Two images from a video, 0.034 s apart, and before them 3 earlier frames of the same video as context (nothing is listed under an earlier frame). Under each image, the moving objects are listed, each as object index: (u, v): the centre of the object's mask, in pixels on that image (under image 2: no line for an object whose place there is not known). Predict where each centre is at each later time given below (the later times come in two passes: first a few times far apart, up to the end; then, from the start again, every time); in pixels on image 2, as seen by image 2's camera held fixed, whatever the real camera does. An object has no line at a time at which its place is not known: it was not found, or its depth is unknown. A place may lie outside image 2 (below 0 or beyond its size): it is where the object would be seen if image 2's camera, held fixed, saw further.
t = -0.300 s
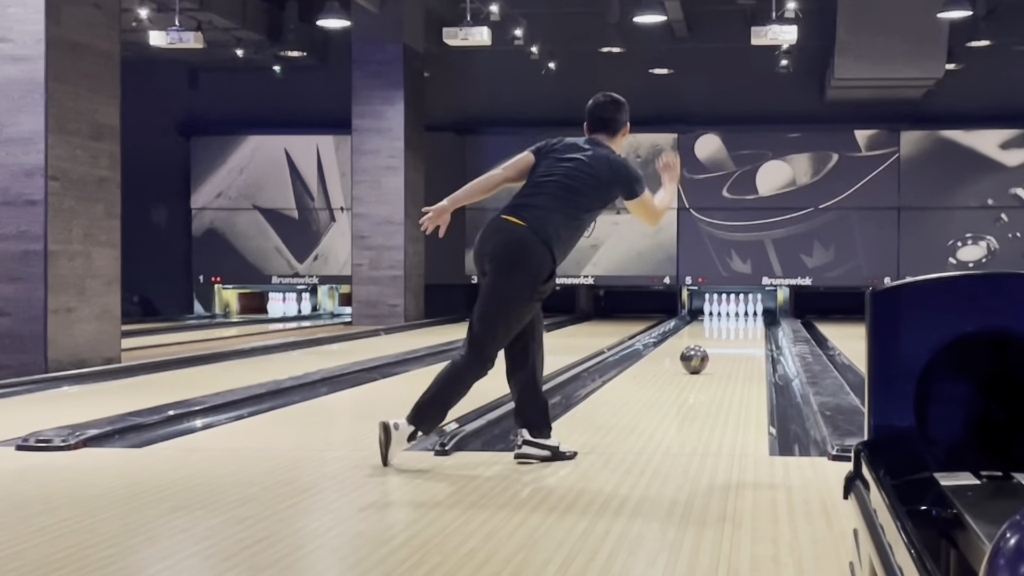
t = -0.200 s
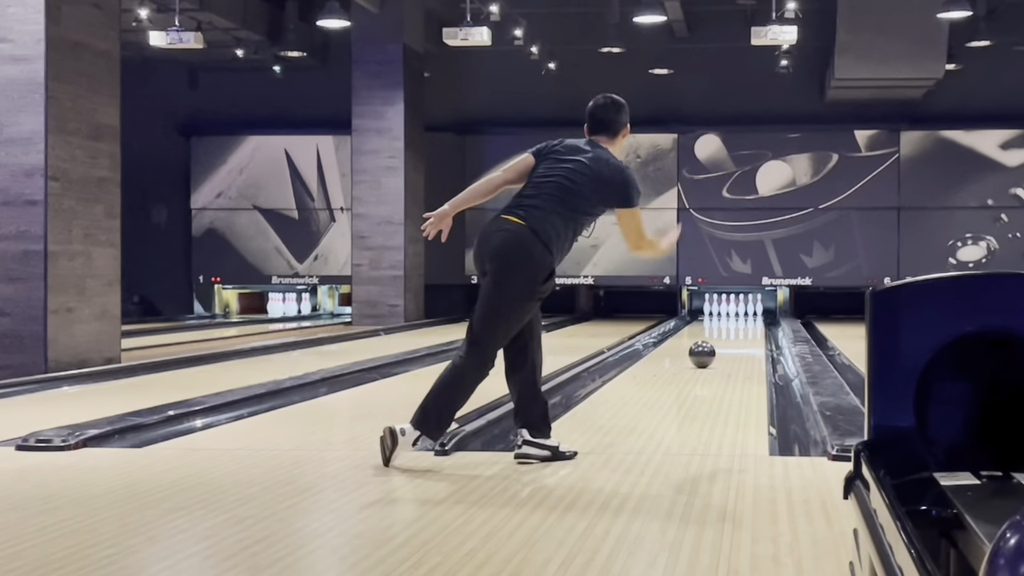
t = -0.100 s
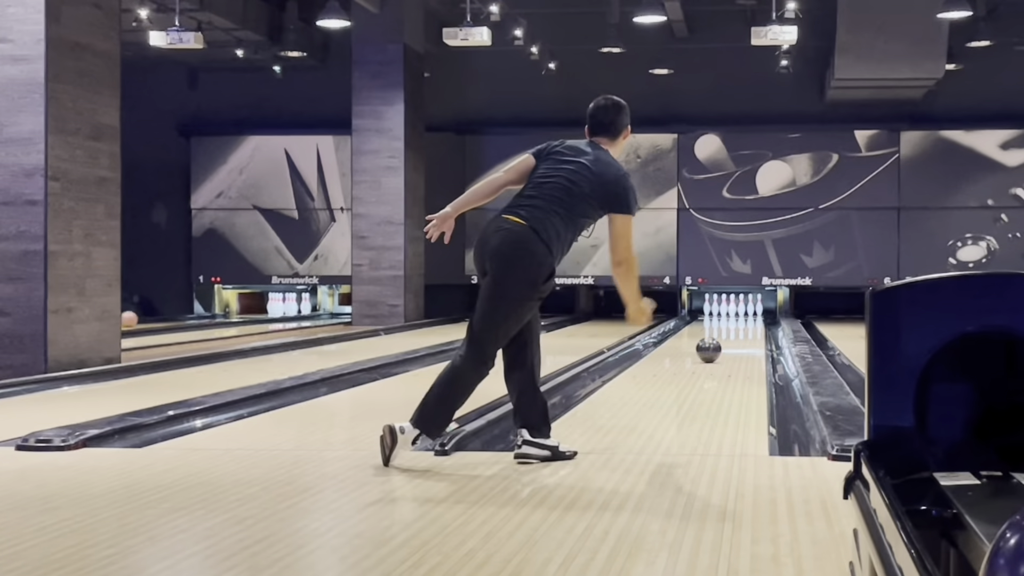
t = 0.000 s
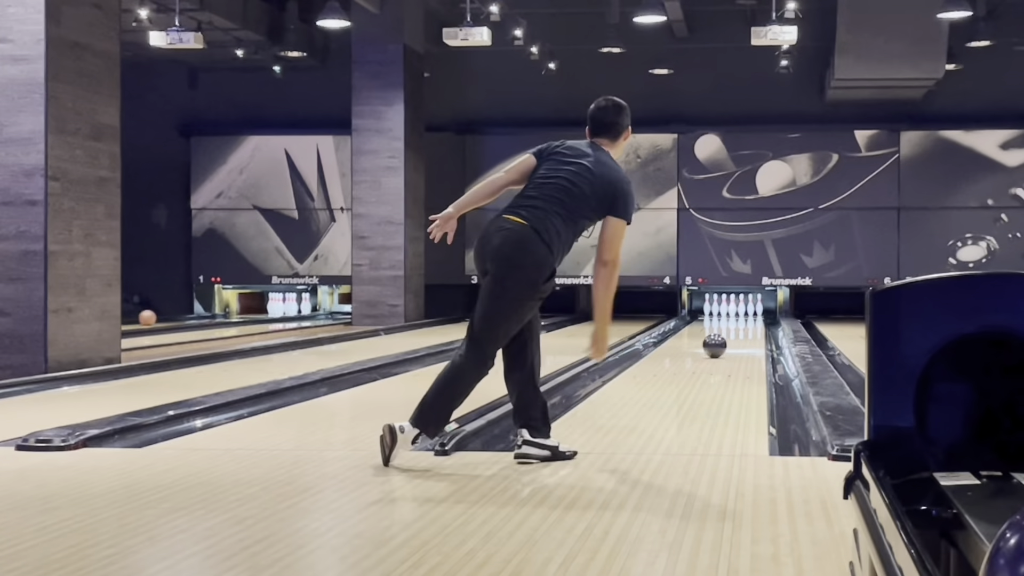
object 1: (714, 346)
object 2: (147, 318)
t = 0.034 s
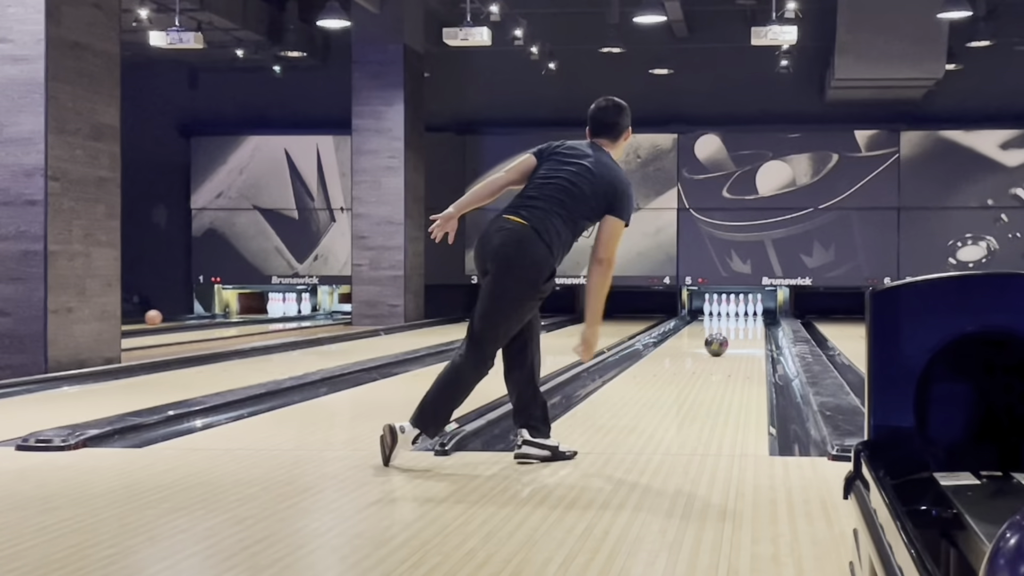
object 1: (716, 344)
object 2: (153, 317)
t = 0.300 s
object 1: (728, 335)
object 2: (197, 315)
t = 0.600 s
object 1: (738, 328)
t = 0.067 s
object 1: (718, 343)
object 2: (159, 317)
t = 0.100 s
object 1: (720, 342)
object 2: (165, 317)
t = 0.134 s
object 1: (721, 341)
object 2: (171, 316)
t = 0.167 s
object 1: (723, 339)
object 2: (177, 316)
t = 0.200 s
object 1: (724, 338)
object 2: (181, 316)
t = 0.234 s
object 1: (725, 338)
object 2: (187, 315)
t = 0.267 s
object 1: (727, 336)
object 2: (192, 315)
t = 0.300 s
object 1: (728, 335)
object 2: (197, 315)
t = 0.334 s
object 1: (729, 335)
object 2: (203, 314)
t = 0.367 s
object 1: (731, 334)
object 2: (207, 315)
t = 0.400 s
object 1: (732, 333)
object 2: (212, 314)
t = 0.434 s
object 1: (733, 332)
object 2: (216, 313)
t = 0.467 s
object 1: (734, 331)
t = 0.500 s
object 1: (735, 330)
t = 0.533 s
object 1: (736, 329)
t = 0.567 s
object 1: (737, 328)
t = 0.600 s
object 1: (738, 328)
